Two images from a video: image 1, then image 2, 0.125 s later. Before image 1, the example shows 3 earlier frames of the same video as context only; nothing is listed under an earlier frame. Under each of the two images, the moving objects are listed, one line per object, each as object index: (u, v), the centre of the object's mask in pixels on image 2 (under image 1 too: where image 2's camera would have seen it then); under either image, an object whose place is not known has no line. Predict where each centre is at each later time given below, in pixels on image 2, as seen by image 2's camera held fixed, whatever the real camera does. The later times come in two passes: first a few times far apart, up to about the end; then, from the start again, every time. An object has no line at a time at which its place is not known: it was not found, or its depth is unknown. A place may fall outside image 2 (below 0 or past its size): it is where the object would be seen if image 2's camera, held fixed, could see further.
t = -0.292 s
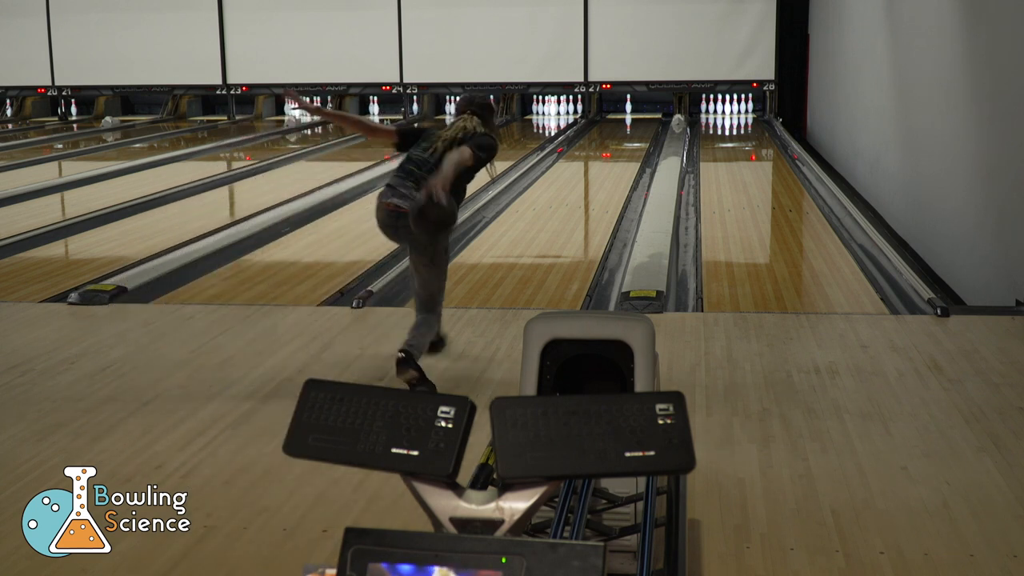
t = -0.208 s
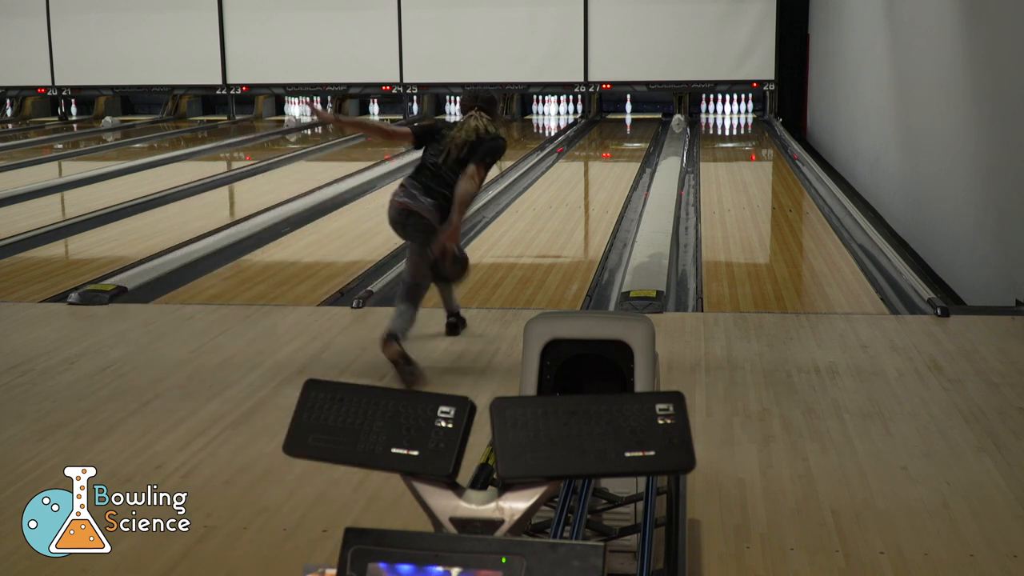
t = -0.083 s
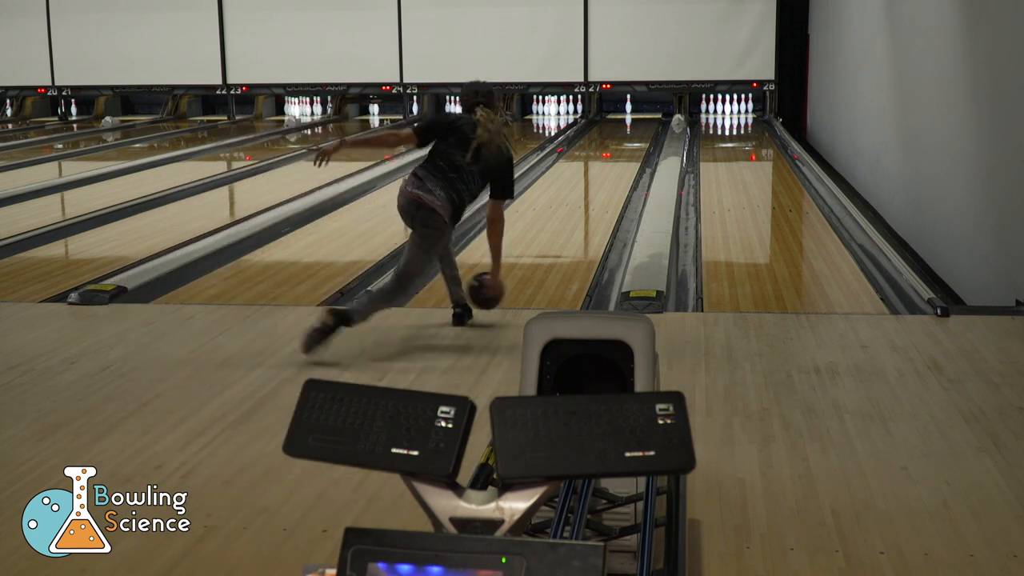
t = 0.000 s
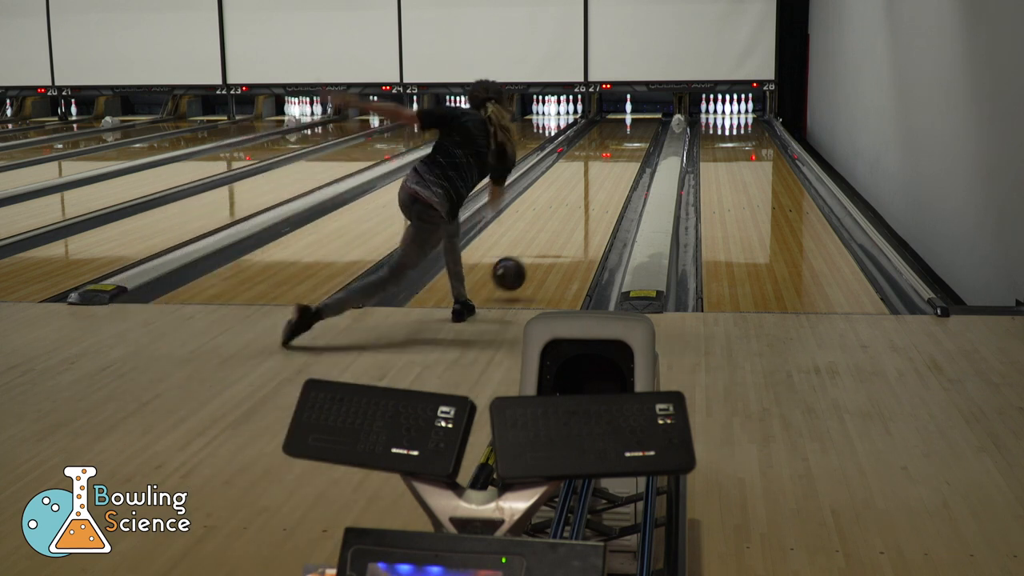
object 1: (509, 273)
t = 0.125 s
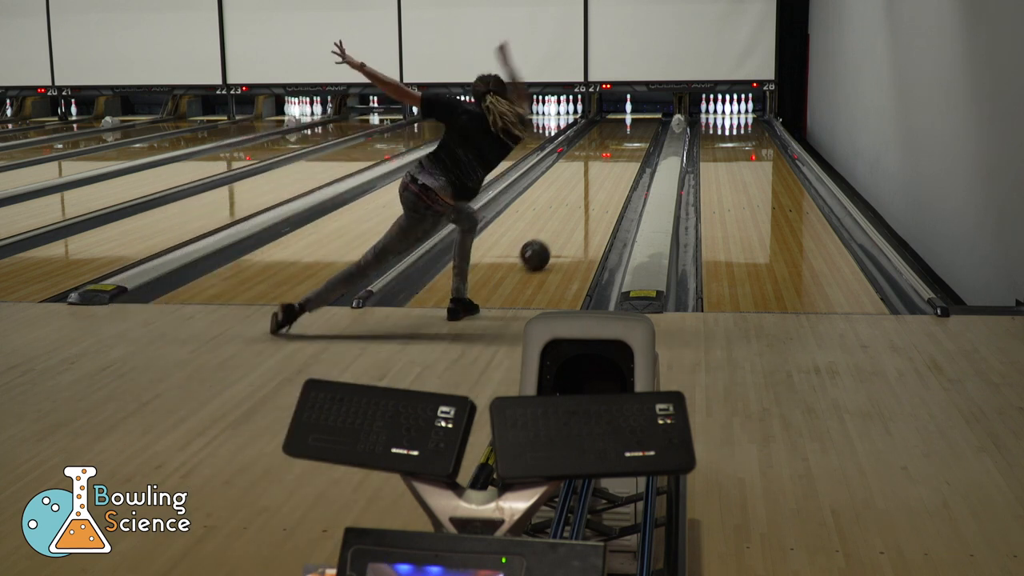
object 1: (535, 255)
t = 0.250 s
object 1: (556, 232)
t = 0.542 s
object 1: (589, 193)
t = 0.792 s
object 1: (608, 171)
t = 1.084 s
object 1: (624, 151)
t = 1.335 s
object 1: (632, 139)
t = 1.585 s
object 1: (638, 129)
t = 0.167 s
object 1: (542, 246)
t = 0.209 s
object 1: (549, 239)
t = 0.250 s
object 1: (556, 232)
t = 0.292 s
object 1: (561, 225)
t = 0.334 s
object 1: (567, 219)
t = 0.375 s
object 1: (572, 213)
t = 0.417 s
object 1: (577, 208)
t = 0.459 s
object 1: (581, 203)
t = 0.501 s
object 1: (585, 198)
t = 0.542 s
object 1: (589, 193)
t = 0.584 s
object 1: (593, 189)
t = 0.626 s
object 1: (597, 185)
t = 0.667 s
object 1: (600, 181)
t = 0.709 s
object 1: (603, 177)
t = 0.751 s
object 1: (605, 174)
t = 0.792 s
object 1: (608, 171)
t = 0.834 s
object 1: (611, 167)
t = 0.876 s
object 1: (613, 165)
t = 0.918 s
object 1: (616, 162)
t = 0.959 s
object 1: (618, 159)
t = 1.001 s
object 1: (620, 156)
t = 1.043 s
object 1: (622, 154)
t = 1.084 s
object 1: (624, 151)
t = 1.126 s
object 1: (625, 149)
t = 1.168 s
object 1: (627, 146)
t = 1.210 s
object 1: (628, 145)
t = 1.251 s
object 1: (629, 143)
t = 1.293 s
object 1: (631, 141)
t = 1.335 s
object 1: (632, 139)
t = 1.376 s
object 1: (633, 137)
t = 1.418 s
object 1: (634, 135)
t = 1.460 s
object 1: (636, 134)
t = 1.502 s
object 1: (637, 133)
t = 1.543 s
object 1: (637, 131)
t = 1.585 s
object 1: (638, 129)
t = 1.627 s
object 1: (638, 127)
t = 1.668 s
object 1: (638, 126)
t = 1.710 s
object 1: (639, 125)
